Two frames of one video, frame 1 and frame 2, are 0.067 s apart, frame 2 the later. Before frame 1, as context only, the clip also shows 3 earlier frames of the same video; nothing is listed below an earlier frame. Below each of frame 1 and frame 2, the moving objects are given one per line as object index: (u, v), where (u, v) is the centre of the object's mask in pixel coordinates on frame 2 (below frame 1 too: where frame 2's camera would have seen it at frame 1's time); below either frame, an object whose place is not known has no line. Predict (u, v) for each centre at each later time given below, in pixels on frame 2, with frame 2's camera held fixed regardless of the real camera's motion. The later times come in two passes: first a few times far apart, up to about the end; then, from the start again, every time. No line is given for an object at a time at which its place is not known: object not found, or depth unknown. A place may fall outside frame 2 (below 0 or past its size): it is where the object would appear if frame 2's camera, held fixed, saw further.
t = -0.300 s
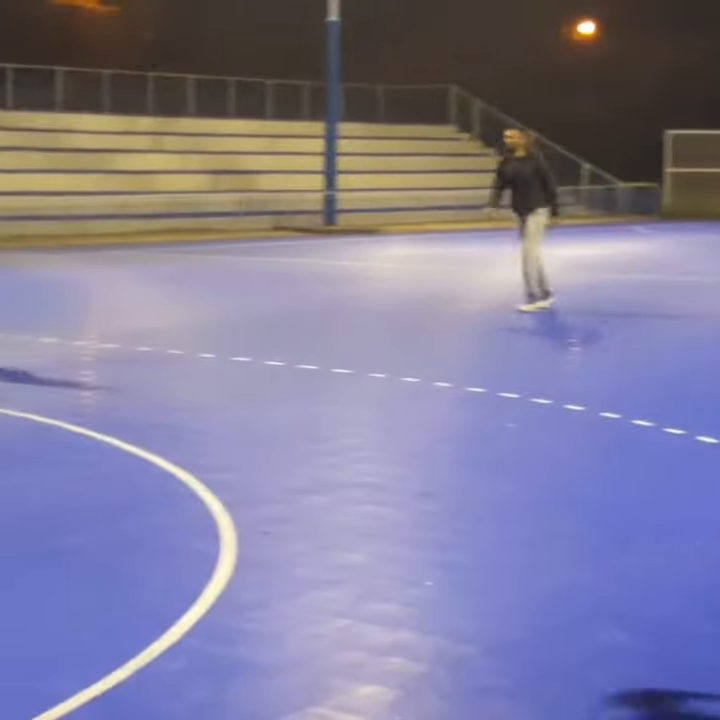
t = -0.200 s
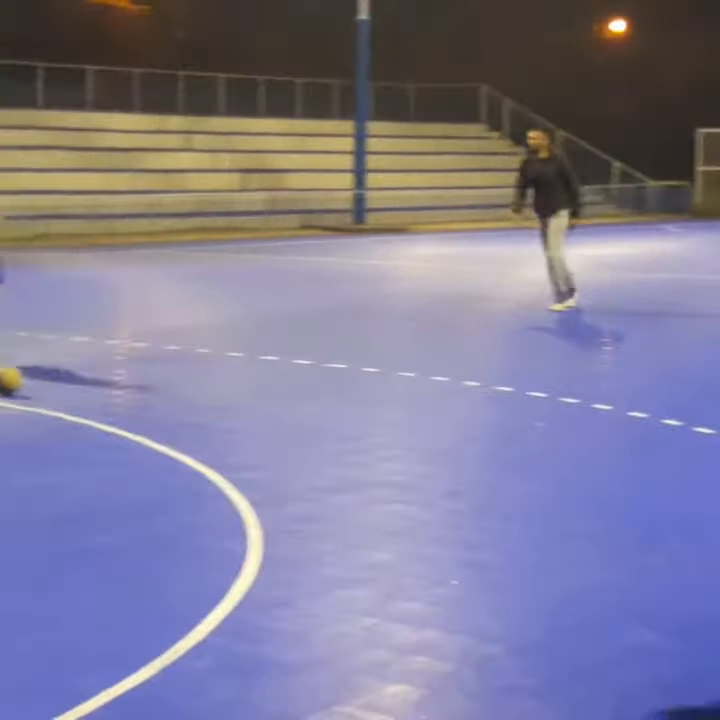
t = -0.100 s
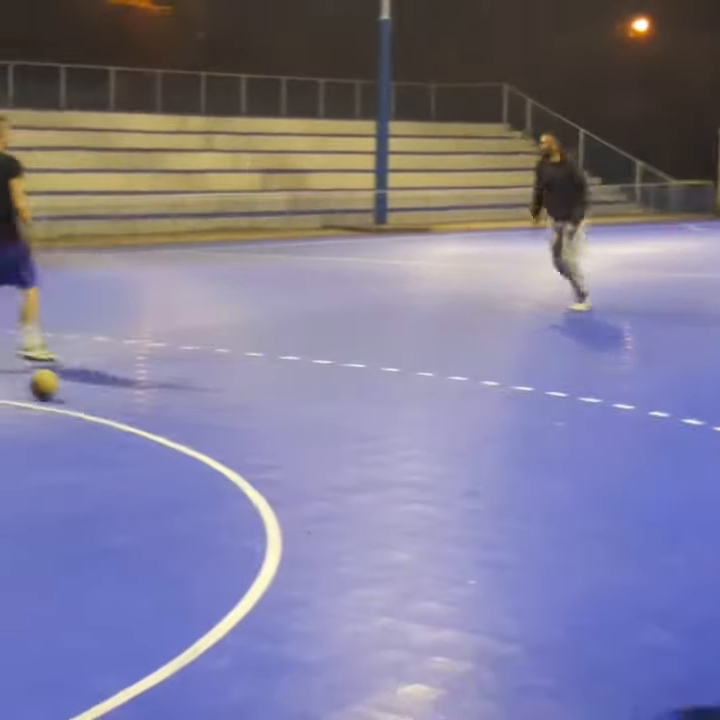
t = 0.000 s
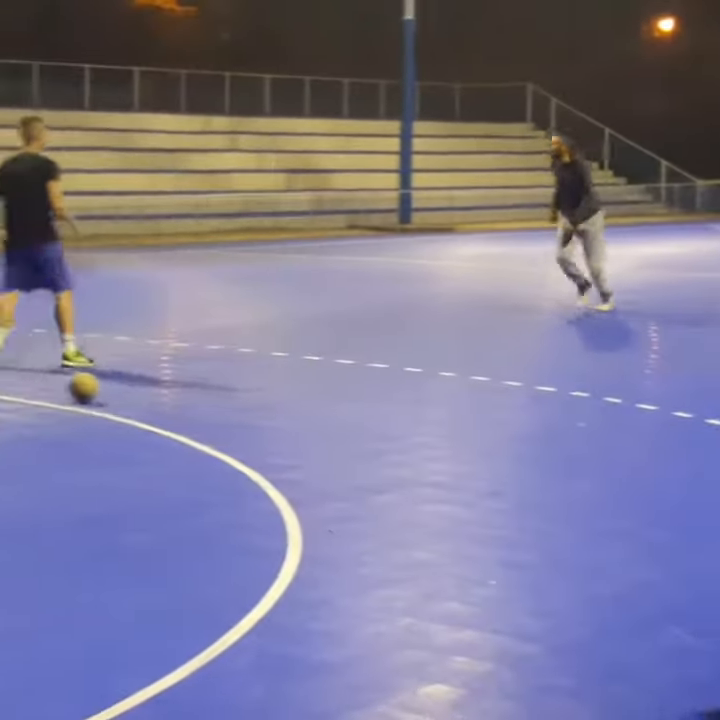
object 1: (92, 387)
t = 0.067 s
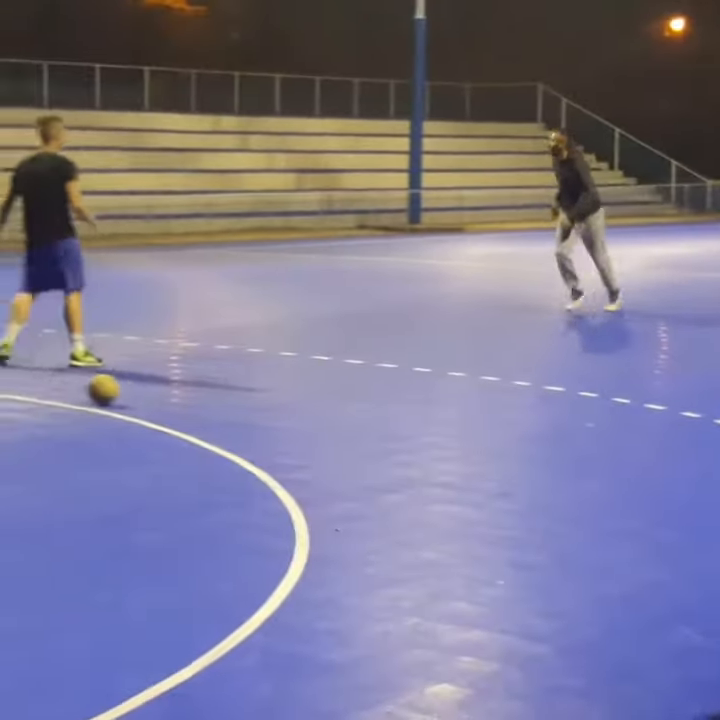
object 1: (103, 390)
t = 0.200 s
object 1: (126, 394)
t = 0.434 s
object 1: (169, 407)
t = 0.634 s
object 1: (210, 417)
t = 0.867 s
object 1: (262, 428)
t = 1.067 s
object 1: (308, 438)
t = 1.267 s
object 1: (359, 450)
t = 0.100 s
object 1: (108, 390)
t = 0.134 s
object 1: (115, 392)
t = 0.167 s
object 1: (120, 394)
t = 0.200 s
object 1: (126, 394)
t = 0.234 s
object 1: (132, 396)
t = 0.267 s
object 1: (138, 397)
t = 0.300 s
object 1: (143, 399)
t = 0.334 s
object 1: (151, 400)
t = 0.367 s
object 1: (156, 402)
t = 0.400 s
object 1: (164, 404)
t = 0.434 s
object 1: (169, 407)
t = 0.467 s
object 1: (177, 408)
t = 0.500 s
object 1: (184, 409)
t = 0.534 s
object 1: (191, 410)
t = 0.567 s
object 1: (197, 413)
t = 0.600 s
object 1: (205, 415)
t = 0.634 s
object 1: (210, 417)
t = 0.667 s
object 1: (218, 419)
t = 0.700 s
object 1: (225, 420)
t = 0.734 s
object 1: (232, 421)
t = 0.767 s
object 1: (240, 423)
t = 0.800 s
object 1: (247, 425)
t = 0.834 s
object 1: (254, 427)
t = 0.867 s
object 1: (262, 428)
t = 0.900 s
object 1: (270, 429)
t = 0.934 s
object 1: (277, 431)
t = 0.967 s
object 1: (285, 433)
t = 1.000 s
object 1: (292, 435)
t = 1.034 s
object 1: (301, 435)
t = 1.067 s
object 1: (308, 438)
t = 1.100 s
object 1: (317, 440)
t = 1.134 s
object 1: (325, 442)
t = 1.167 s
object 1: (333, 443)
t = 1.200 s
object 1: (341, 445)
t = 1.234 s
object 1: (350, 448)
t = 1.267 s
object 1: (359, 450)
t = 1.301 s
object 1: (368, 451)
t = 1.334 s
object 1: (376, 453)
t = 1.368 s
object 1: (385, 456)
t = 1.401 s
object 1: (393, 457)
